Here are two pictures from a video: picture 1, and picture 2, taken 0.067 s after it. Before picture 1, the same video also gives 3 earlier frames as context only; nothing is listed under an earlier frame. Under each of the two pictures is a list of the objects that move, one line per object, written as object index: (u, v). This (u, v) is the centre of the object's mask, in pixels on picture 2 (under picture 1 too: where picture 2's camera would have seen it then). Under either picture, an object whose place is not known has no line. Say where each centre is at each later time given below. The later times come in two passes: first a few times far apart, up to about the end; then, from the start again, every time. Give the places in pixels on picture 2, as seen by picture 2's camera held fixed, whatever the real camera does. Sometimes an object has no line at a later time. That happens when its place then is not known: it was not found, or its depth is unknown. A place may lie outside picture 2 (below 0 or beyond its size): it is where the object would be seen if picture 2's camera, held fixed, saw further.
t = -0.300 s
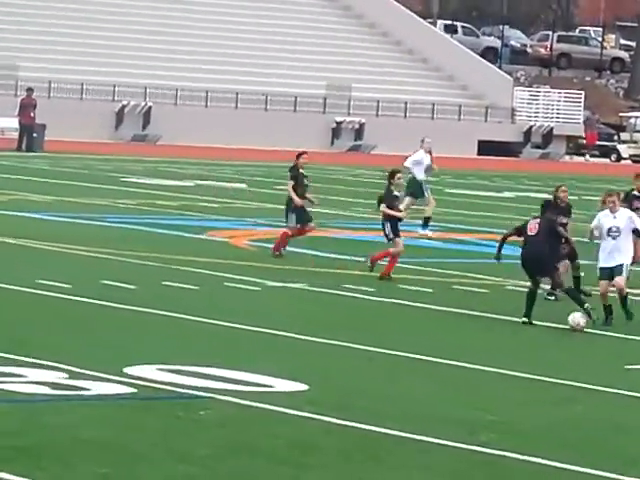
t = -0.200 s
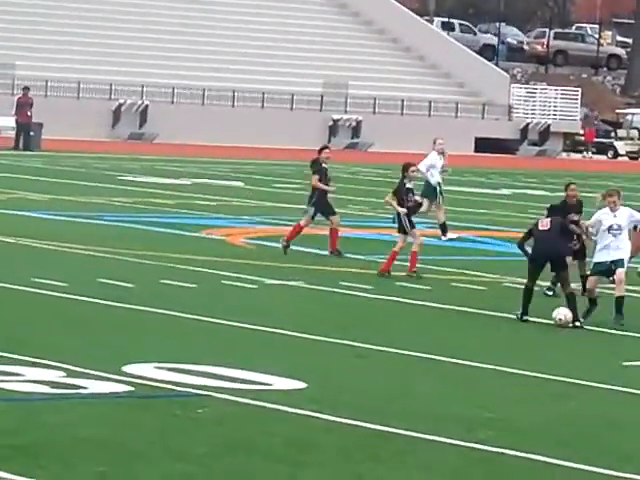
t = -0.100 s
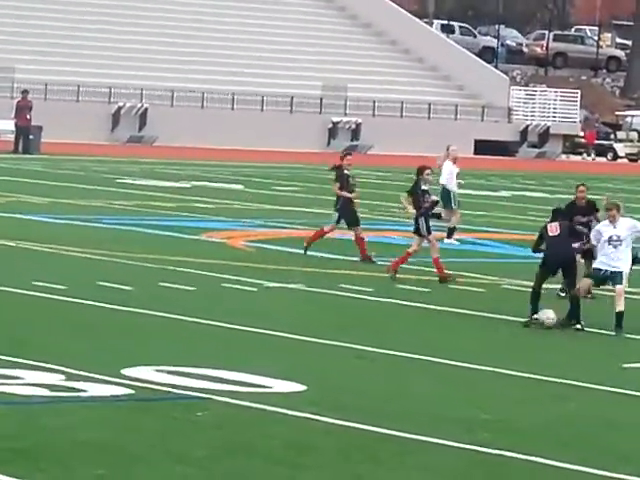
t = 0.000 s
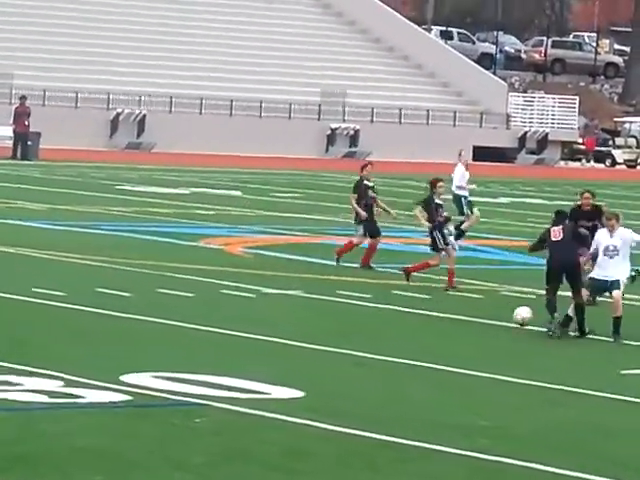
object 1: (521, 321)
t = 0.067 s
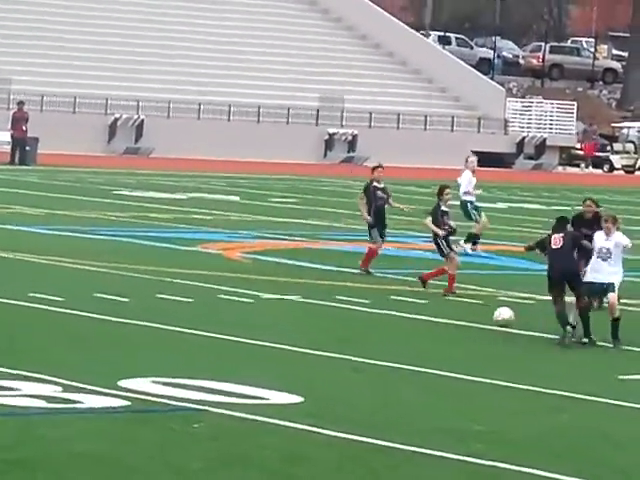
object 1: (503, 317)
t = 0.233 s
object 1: (458, 323)
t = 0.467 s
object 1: (396, 330)
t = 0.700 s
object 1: (339, 338)
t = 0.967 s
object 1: (287, 342)
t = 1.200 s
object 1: (251, 346)
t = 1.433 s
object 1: (216, 347)
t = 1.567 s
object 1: (198, 349)
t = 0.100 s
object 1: (494, 315)
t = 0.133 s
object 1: (485, 316)
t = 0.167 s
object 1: (476, 317)
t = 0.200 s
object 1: (467, 319)
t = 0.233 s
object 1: (458, 323)
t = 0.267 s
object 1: (449, 327)
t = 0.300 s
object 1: (439, 333)
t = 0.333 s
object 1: (429, 338)
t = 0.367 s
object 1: (420, 335)
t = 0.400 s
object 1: (411, 332)
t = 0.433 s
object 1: (405, 330)
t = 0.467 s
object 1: (396, 330)
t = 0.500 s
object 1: (388, 330)
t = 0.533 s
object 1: (379, 332)
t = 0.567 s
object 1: (371, 334)
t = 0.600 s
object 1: (361, 338)
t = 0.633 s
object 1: (353, 342)
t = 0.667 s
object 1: (346, 340)
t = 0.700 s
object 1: (339, 338)
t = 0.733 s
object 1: (333, 338)
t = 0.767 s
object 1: (325, 338)
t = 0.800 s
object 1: (317, 340)
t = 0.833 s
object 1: (310, 343)
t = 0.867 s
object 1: (304, 343)
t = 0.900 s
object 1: (298, 342)
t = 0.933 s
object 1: (292, 341)
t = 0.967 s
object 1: (287, 342)
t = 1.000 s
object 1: (281, 345)
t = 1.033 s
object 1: (275, 346)
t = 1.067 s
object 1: (270, 345)
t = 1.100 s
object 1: (265, 346)
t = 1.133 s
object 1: (260, 346)
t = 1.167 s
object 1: (256, 346)
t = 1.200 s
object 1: (251, 346)
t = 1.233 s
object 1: (245, 346)
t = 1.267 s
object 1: (241, 347)
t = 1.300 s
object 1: (237, 347)
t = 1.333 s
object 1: (231, 347)
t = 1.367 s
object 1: (226, 348)
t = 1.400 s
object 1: (222, 348)
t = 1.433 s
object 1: (216, 347)
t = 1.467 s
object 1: (212, 348)
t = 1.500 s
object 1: (208, 348)
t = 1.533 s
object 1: (203, 348)
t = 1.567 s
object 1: (198, 349)
